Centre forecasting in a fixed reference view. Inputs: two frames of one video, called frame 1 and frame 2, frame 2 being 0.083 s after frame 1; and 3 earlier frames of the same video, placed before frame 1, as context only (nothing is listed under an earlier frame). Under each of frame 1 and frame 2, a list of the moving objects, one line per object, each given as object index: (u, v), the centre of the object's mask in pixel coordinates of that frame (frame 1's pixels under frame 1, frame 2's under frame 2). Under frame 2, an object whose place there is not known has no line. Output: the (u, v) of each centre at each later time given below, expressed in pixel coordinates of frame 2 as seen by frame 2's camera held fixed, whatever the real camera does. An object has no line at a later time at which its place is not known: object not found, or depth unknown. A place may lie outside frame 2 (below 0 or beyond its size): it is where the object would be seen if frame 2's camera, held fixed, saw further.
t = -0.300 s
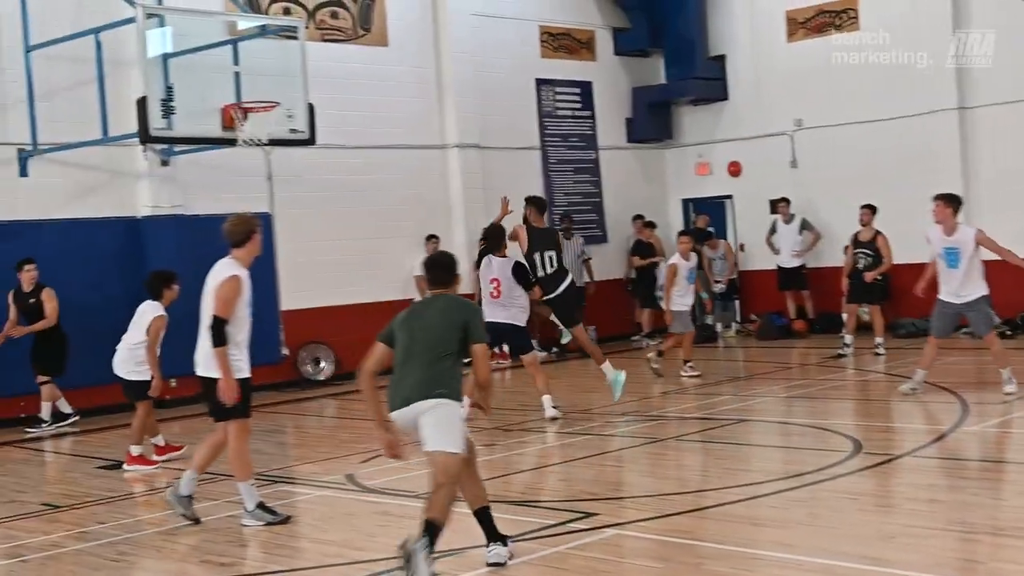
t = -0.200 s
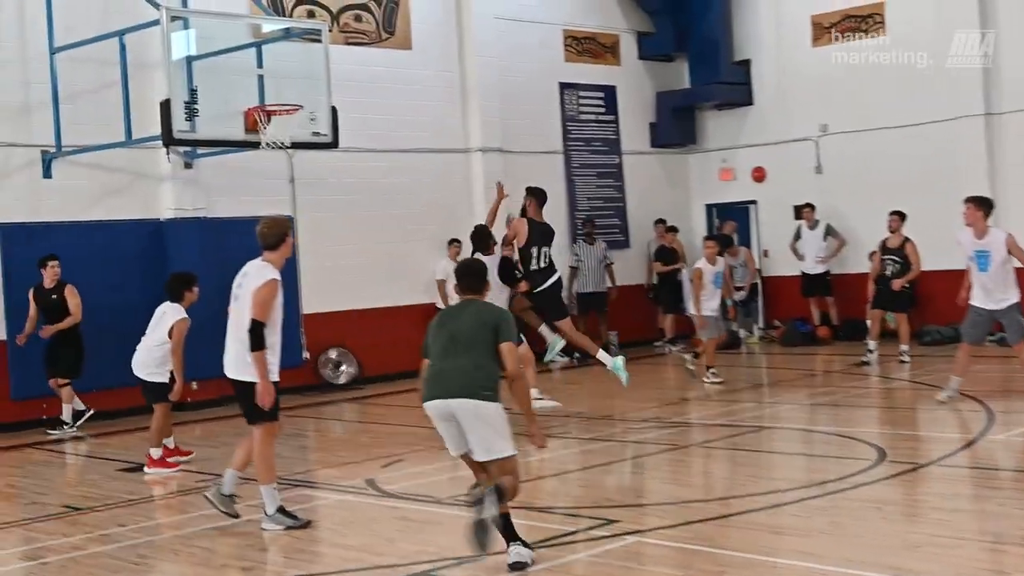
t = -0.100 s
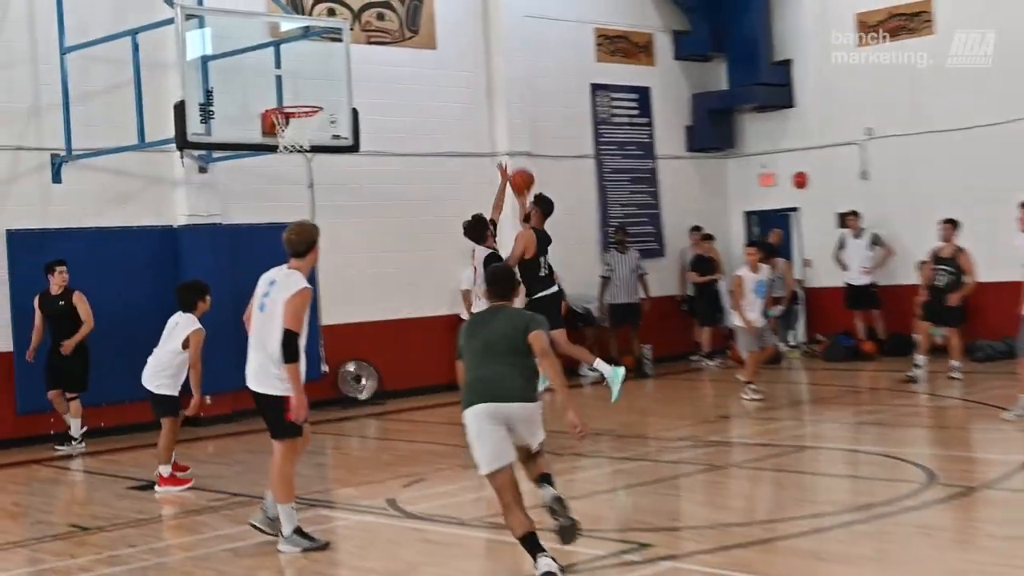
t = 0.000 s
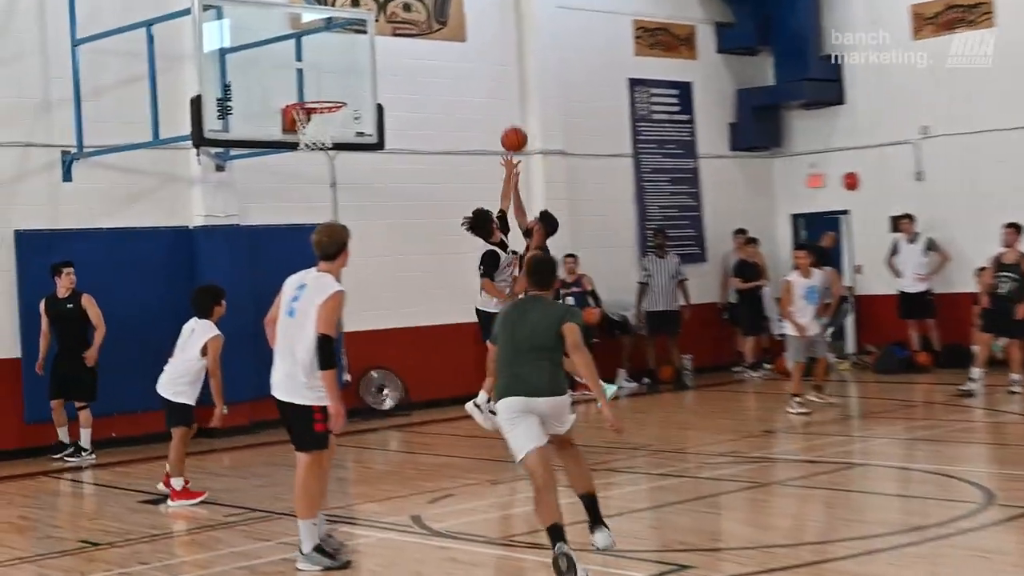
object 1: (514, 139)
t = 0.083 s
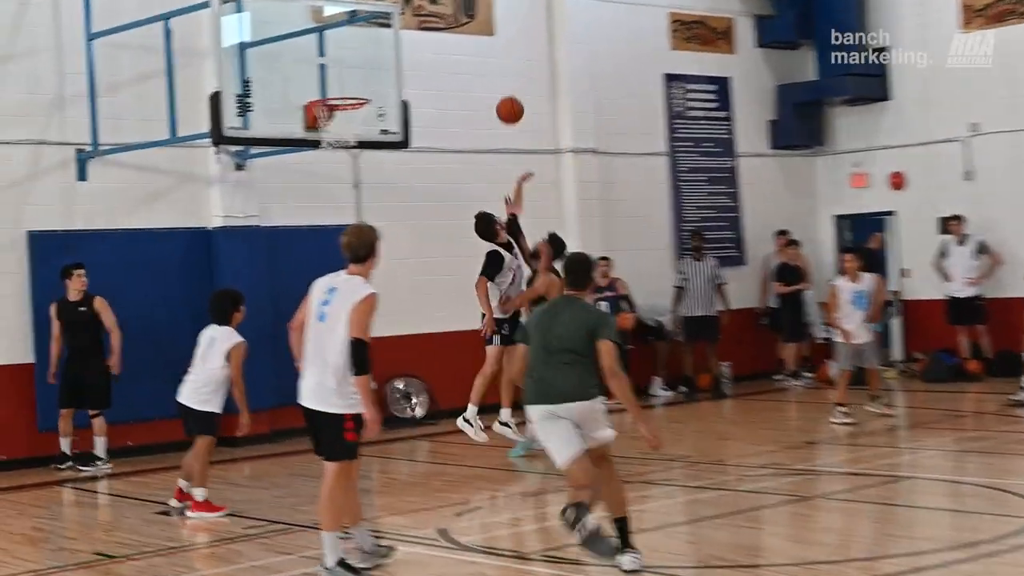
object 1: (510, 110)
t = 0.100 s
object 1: (503, 105)
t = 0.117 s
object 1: (496, 101)
